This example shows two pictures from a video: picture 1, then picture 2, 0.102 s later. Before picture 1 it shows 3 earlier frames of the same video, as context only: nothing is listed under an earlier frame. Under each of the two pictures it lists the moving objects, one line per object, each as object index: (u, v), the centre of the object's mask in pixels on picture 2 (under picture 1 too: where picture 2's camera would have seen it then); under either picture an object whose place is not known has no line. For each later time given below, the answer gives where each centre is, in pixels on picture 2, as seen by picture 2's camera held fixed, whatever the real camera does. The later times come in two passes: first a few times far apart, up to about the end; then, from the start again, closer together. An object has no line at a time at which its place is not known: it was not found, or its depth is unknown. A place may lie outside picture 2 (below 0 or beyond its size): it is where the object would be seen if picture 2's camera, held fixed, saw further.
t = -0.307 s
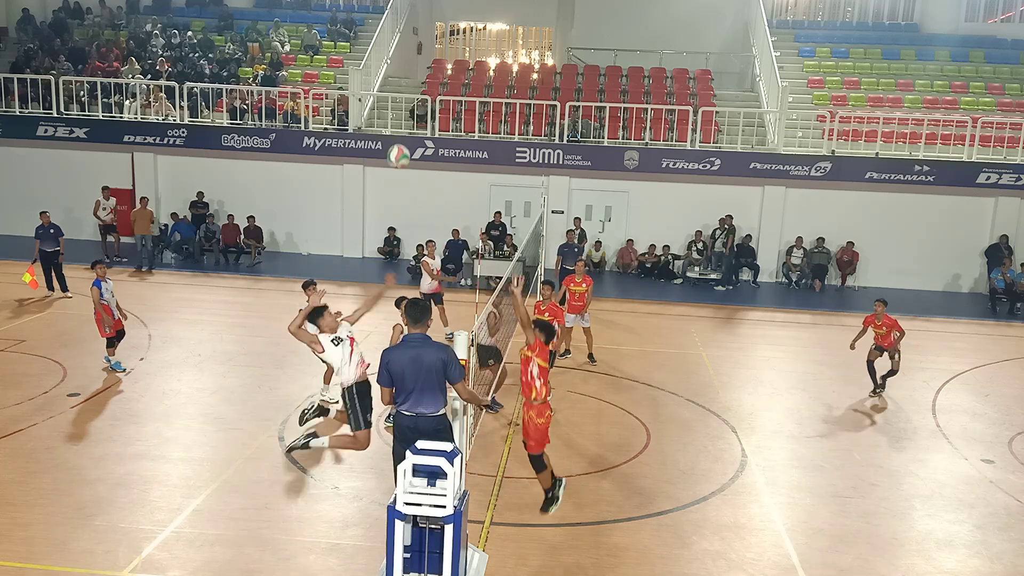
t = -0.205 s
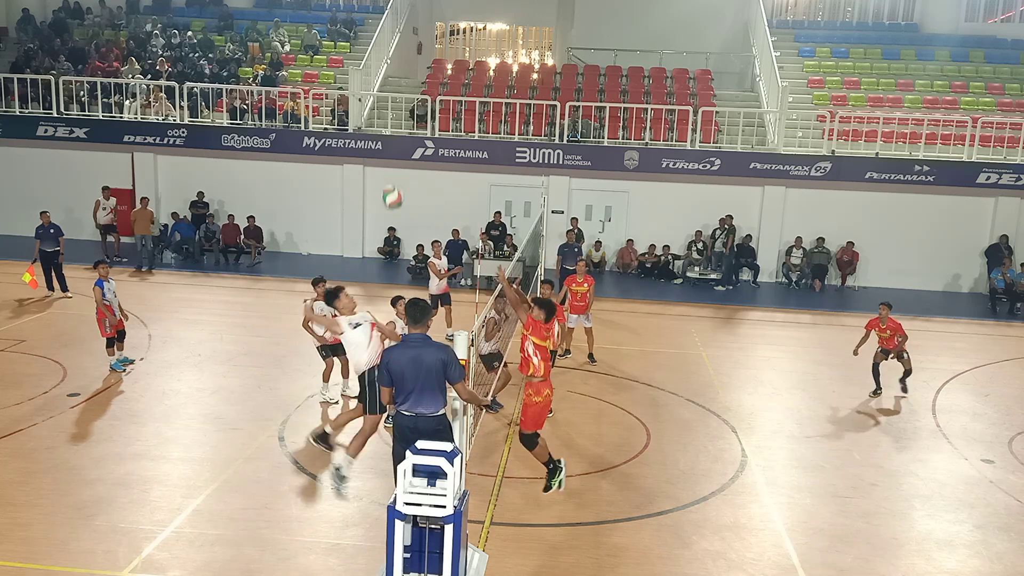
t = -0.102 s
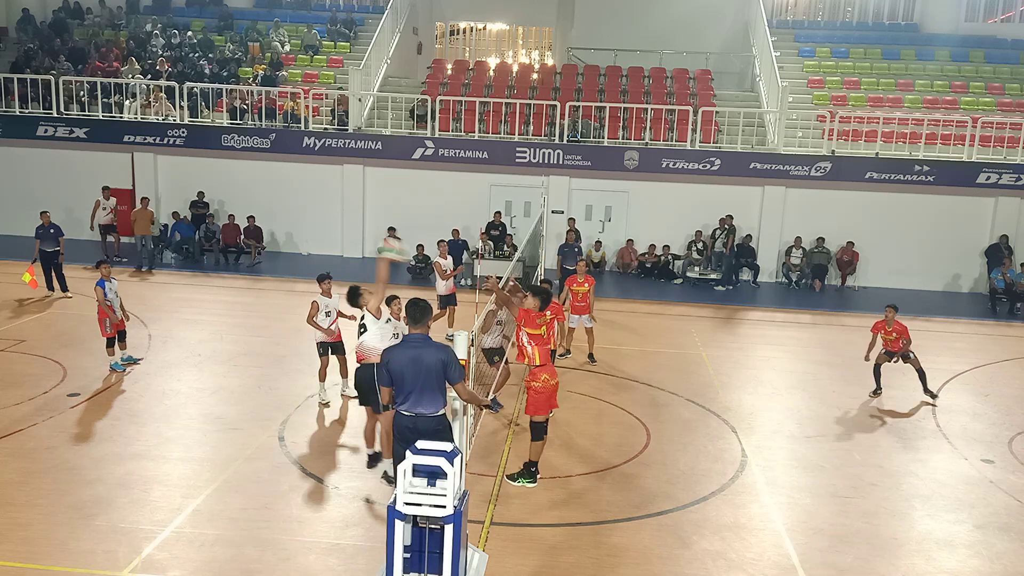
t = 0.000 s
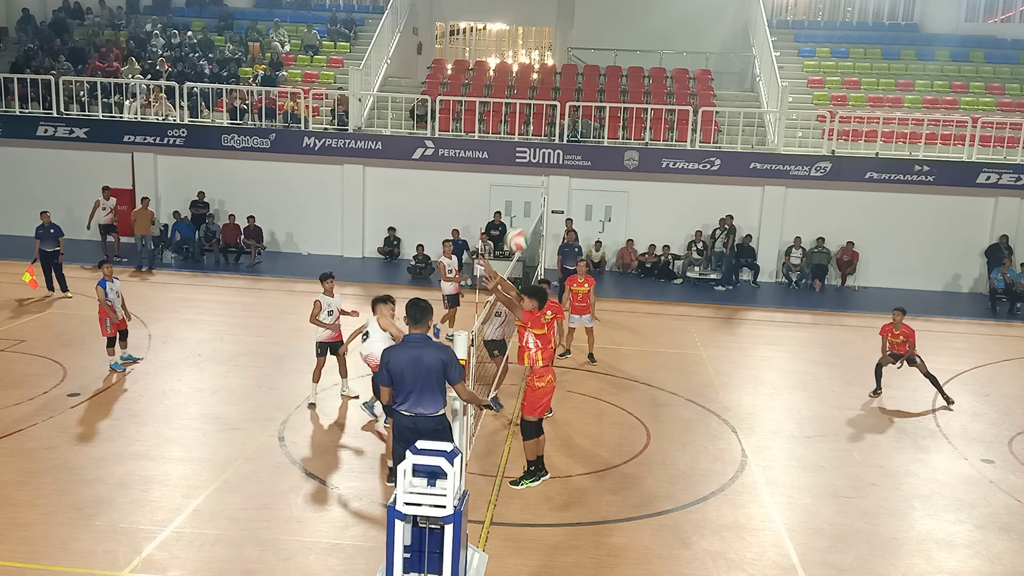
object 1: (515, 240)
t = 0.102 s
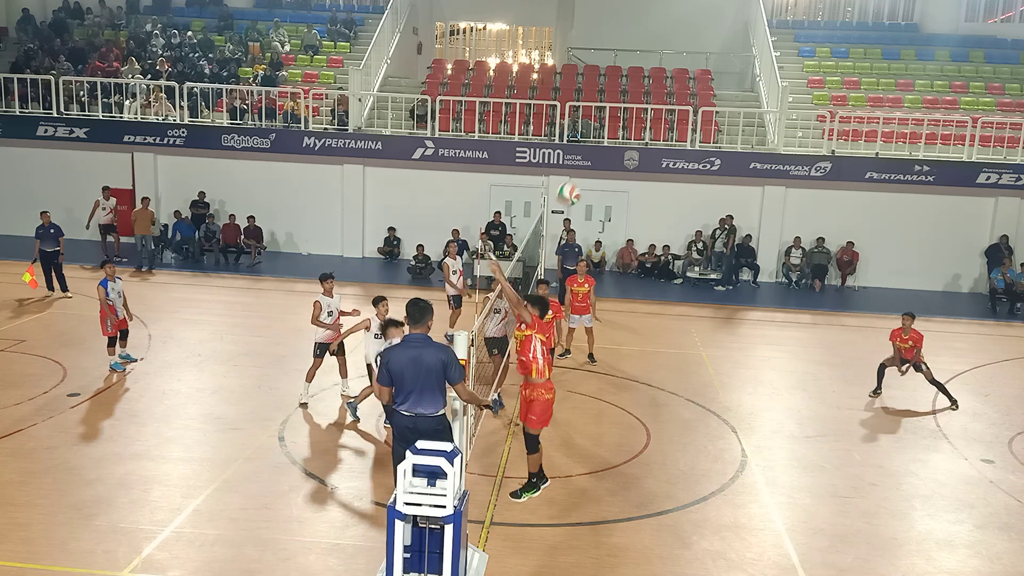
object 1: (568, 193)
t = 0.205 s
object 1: (619, 159)
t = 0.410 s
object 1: (714, 124)
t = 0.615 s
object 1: (811, 143)
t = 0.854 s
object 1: (907, 222)
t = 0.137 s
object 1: (586, 180)
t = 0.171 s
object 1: (602, 168)
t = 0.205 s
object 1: (619, 159)
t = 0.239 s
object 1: (637, 150)
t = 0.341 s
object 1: (685, 128)
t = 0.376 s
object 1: (700, 126)
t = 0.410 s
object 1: (714, 124)
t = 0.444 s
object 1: (734, 126)
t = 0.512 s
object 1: (765, 130)
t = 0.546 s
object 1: (781, 133)
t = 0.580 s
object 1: (796, 137)
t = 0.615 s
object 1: (811, 143)
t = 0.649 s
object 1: (827, 151)
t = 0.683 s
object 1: (841, 160)
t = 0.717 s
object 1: (854, 169)
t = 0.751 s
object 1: (868, 180)
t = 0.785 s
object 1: (881, 192)
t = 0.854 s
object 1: (907, 222)
